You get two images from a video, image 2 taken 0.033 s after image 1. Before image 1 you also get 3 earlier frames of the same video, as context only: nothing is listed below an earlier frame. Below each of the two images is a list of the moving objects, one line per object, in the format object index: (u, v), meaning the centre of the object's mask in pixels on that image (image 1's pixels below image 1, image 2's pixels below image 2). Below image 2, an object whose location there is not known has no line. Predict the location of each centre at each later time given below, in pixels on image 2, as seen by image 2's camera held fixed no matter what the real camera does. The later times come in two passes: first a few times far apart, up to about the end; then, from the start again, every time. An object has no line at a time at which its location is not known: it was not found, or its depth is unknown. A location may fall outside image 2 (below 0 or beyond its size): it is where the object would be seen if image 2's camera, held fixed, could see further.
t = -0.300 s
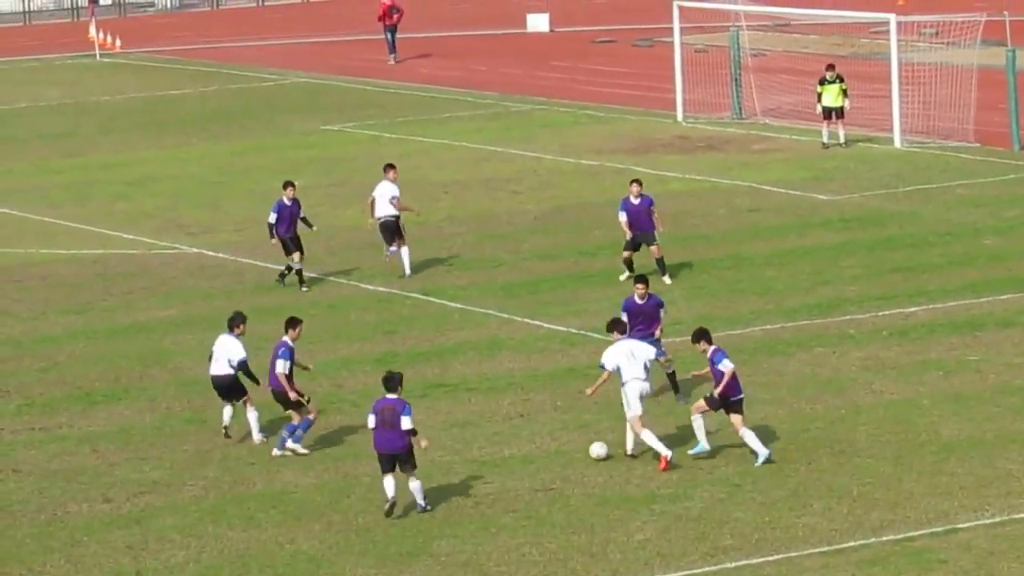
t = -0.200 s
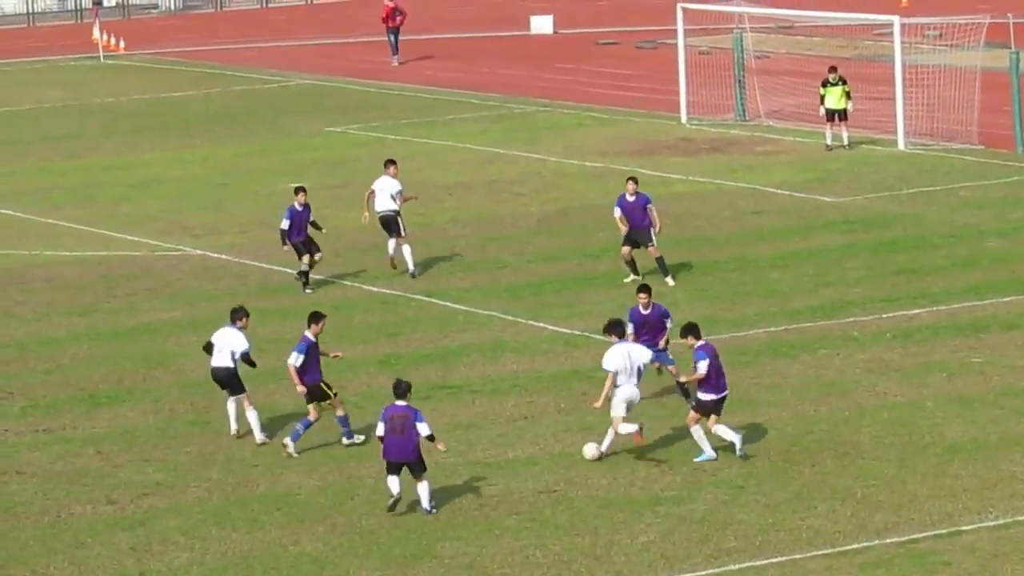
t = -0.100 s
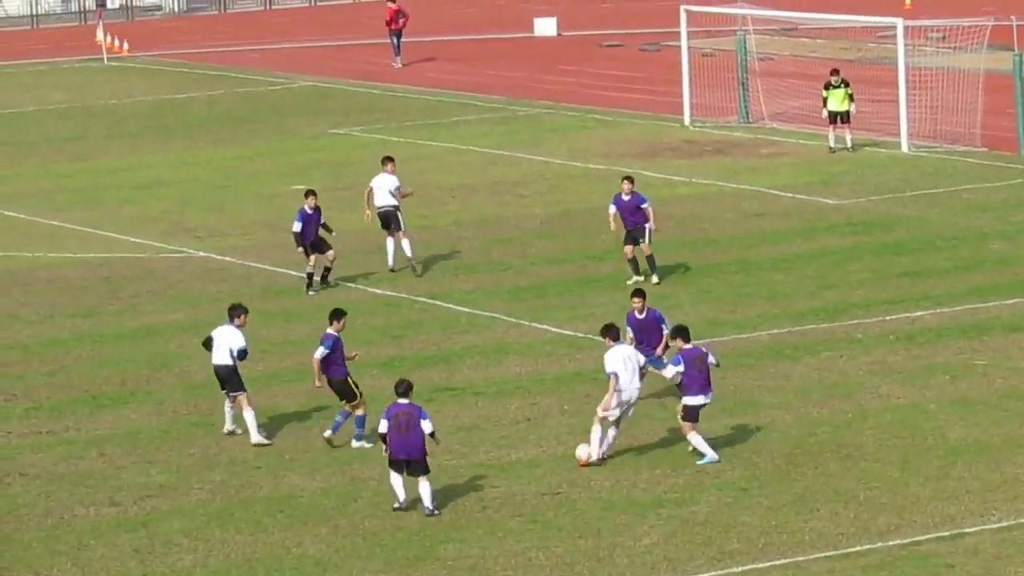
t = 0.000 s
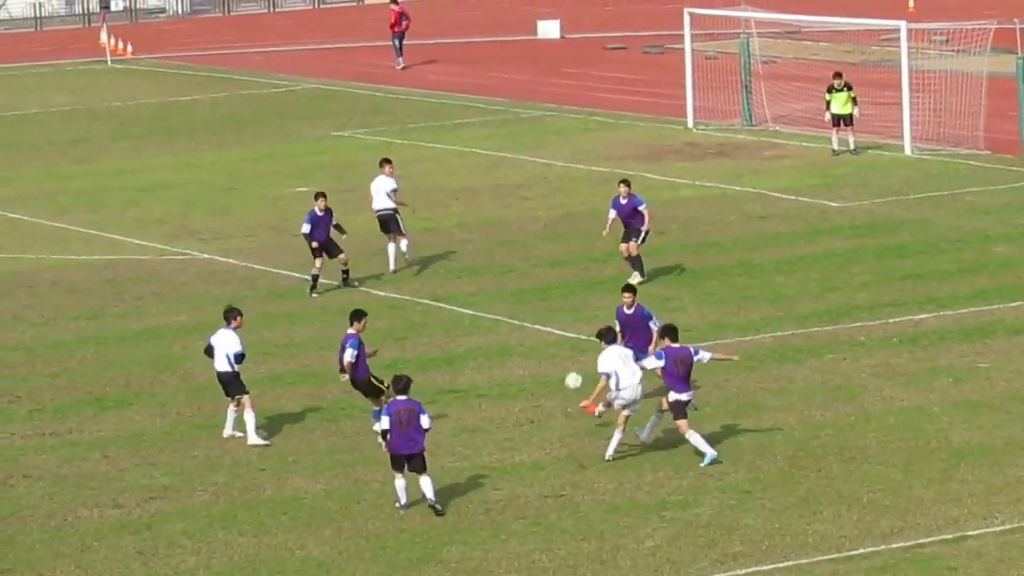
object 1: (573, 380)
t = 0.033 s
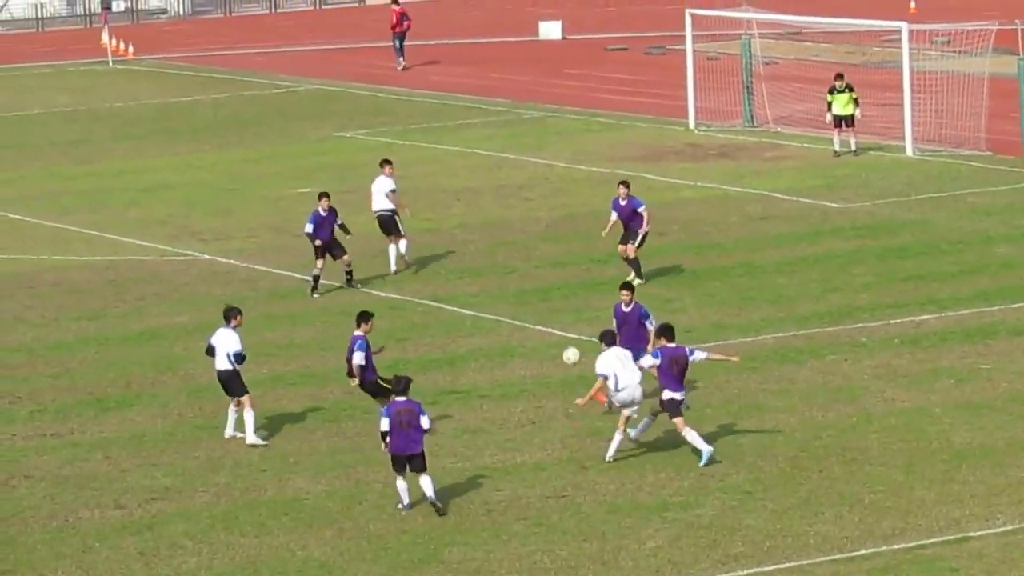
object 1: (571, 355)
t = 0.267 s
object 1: (557, 208)
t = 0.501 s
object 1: (560, 113)
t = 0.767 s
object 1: (575, 54)
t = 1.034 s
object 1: (600, 38)
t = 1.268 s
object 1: (629, 49)
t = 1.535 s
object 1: (665, 99)
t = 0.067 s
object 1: (568, 330)
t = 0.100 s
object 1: (565, 307)
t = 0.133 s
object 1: (562, 285)
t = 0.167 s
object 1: (560, 264)
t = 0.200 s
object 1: (559, 245)
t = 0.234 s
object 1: (558, 226)
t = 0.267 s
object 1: (557, 208)
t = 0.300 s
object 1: (556, 192)
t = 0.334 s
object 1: (556, 176)
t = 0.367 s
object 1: (556, 162)
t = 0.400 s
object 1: (557, 149)
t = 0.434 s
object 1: (557, 136)
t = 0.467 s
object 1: (558, 124)
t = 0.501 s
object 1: (560, 113)
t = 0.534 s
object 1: (561, 103)
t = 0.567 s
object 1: (563, 94)
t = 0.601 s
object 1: (564, 85)
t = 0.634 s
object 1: (567, 77)
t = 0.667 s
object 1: (568, 71)
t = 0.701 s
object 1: (571, 64)
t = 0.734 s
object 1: (573, 59)
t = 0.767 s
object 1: (575, 54)
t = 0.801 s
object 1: (578, 50)
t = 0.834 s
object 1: (581, 46)
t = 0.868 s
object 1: (584, 43)
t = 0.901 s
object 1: (588, 40)
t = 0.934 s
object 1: (591, 39)
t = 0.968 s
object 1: (592, 38)
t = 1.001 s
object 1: (598, 36)
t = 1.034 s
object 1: (600, 38)
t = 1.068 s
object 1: (608, 34)
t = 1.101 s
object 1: (609, 37)
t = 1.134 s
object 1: (613, 39)
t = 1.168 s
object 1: (616, 42)
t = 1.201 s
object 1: (621, 37)
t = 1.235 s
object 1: (625, 44)
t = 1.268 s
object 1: (629, 49)
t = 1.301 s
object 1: (633, 55)
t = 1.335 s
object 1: (638, 60)
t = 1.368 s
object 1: (642, 62)
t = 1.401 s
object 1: (646, 67)
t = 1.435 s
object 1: (650, 79)
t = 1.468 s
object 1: (655, 80)
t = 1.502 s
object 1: (661, 91)
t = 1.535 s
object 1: (665, 99)
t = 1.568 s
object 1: (669, 108)
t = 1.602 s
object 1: (675, 116)
